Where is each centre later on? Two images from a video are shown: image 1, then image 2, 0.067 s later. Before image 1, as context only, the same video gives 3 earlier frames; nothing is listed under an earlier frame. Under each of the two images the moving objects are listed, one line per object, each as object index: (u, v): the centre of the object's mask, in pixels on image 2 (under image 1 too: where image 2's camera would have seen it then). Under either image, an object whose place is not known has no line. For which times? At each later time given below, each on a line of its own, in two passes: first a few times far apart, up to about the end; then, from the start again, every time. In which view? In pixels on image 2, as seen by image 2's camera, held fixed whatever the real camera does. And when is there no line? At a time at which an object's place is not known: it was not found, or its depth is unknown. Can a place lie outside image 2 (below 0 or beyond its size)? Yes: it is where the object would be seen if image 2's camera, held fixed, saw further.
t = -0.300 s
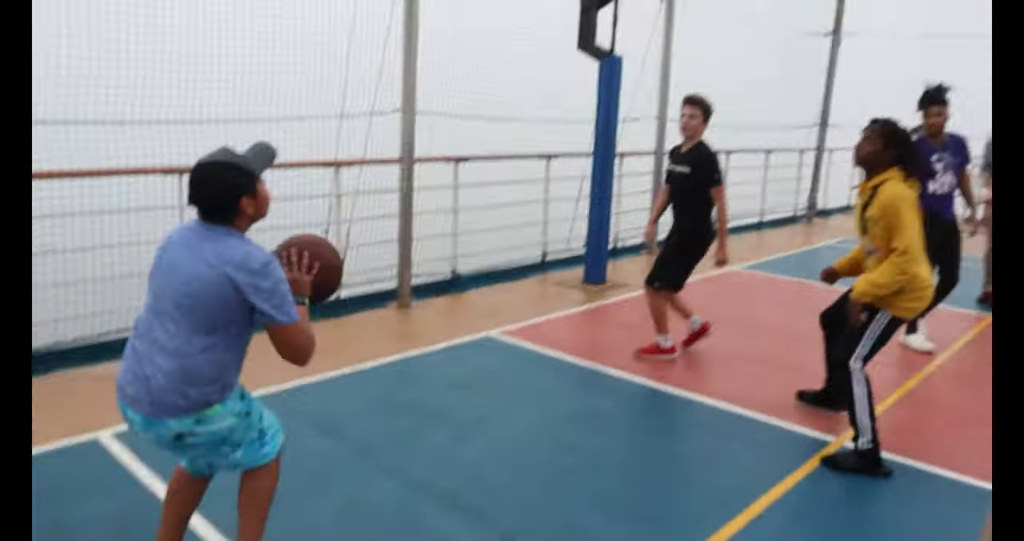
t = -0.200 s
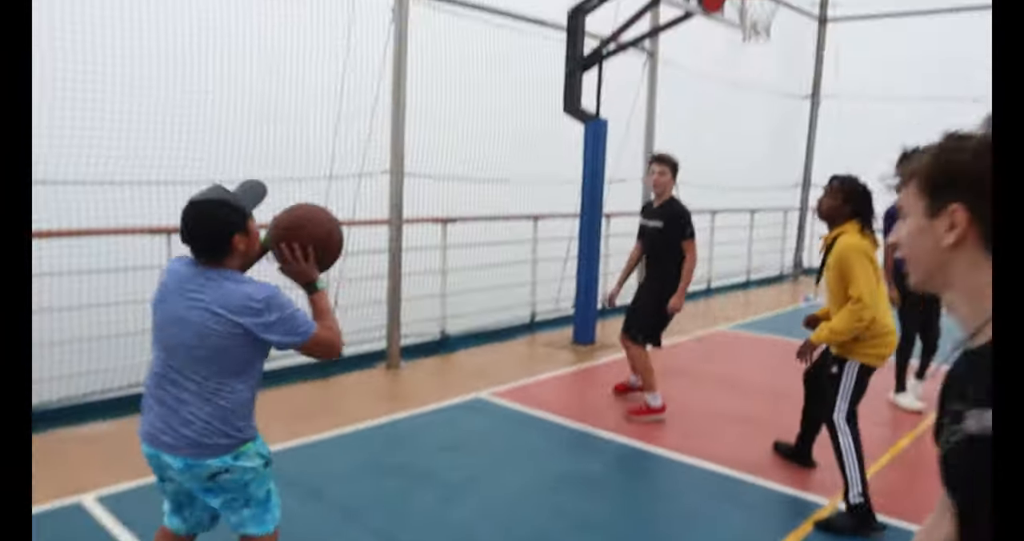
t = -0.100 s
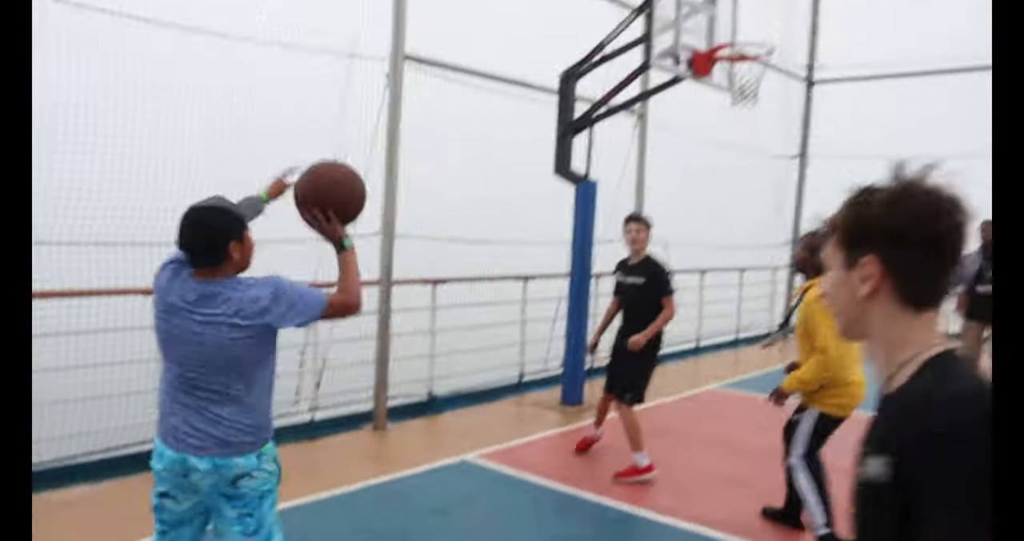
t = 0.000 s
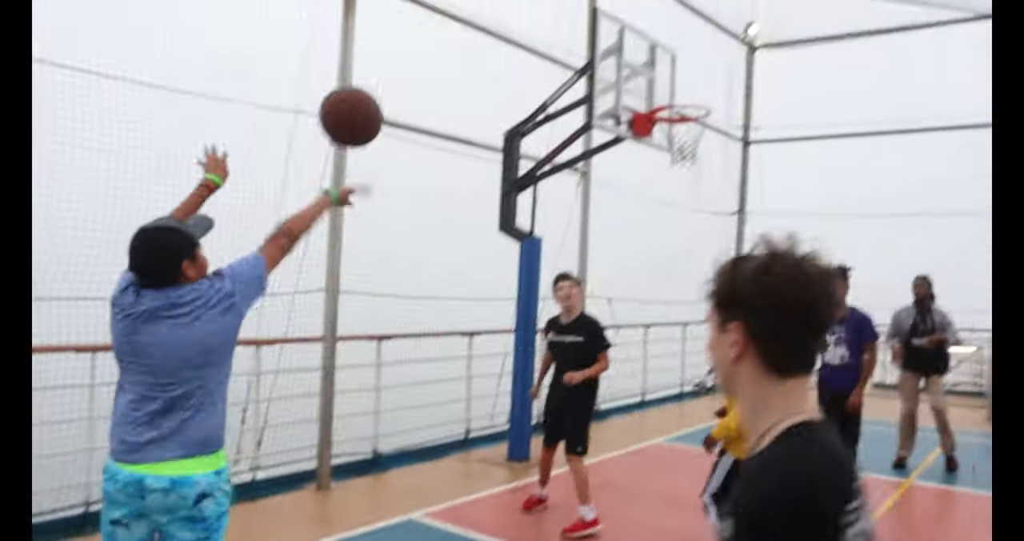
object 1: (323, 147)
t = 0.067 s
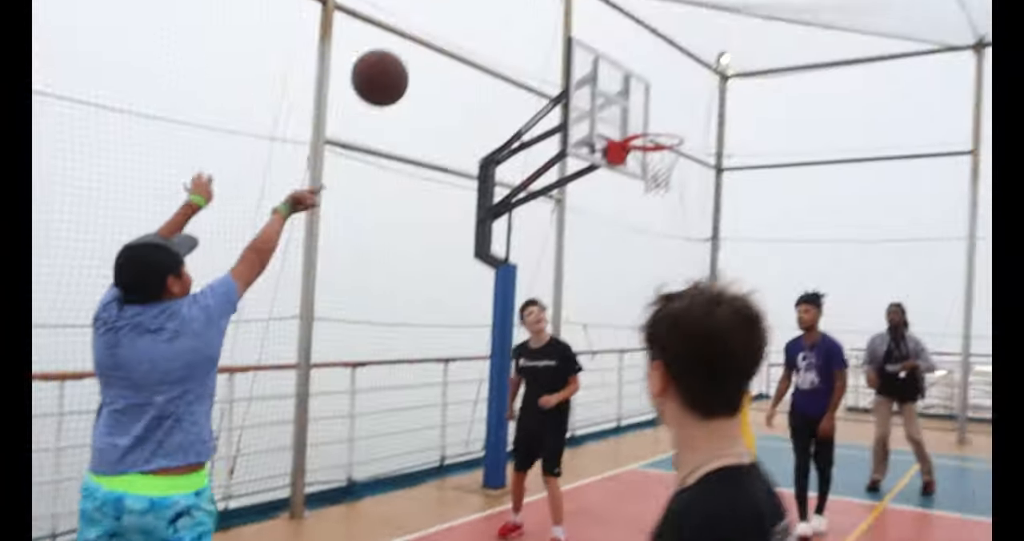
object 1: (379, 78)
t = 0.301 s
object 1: (505, -19)
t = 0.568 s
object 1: (585, 9)
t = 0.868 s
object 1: (637, 126)
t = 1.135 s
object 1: (689, 148)
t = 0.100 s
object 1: (402, 53)
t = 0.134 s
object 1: (424, 32)
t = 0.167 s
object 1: (442, 16)
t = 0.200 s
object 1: (460, 3)
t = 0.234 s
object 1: (476, -7)
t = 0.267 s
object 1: (491, -14)
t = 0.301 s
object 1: (505, -19)
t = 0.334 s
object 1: (518, -21)
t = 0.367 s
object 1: (529, -21)
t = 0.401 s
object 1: (540, -20)
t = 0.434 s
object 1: (551, -17)
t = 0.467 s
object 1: (560, -13)
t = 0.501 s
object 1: (569, -7)
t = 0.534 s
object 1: (577, 0)
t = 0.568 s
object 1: (585, 9)
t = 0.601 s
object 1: (591, 18)
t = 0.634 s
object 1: (598, 29)
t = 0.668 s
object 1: (605, 41)
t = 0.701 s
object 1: (611, 53)
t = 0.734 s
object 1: (617, 67)
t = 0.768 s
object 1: (623, 81)
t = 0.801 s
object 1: (628, 96)
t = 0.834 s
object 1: (632, 112)
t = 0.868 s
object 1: (637, 126)
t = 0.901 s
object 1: (640, 133)
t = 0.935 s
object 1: (643, 133)
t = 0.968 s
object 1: (651, 133)
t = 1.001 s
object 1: (659, 134)
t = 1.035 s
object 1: (666, 135)
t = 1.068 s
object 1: (674, 138)
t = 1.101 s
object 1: (682, 142)
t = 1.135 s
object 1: (689, 148)
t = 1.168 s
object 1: (695, 153)
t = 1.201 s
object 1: (701, 160)
